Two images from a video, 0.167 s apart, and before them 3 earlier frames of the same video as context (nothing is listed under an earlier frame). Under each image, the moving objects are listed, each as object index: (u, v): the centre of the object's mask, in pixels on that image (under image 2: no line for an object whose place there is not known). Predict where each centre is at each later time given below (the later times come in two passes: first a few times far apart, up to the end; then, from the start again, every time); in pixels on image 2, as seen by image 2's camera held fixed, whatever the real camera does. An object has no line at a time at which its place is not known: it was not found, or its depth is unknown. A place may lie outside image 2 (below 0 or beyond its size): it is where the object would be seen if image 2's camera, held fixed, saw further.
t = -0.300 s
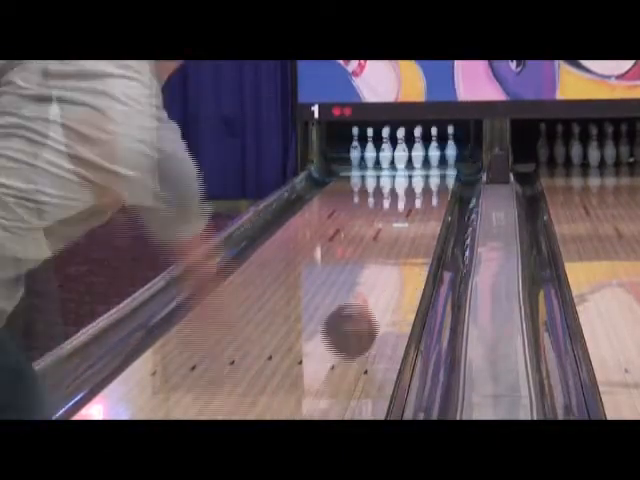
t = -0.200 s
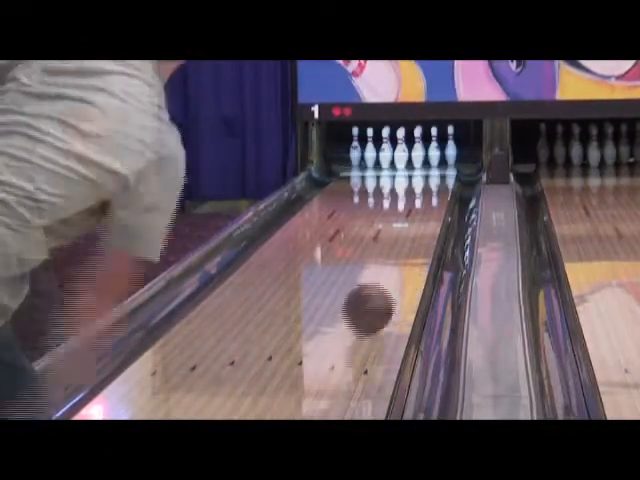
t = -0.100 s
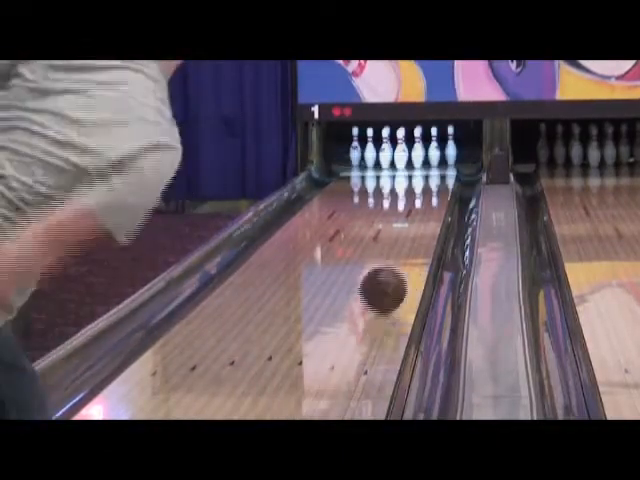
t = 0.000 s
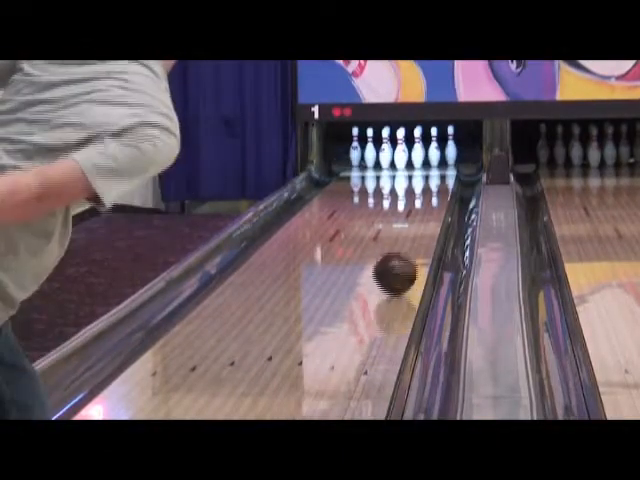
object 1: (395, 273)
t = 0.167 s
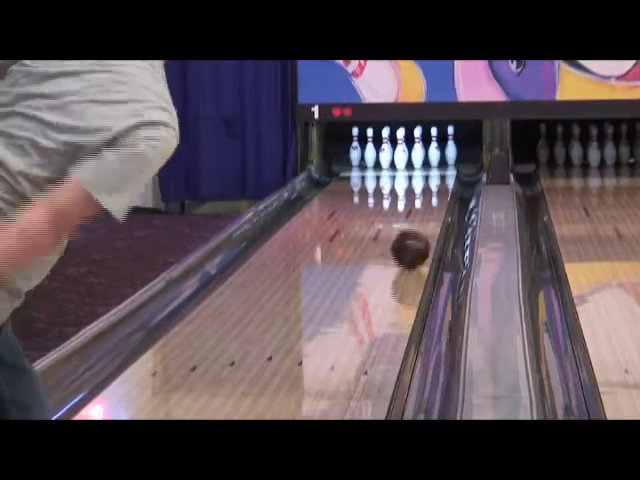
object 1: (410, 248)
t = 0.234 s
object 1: (415, 240)
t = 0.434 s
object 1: (425, 218)
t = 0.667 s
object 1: (432, 198)
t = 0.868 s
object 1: (431, 185)
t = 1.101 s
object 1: (424, 172)
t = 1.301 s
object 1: (414, 164)
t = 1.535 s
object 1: (408, 158)
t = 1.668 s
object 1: (407, 158)
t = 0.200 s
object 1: (413, 244)
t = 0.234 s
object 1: (415, 240)
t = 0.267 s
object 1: (417, 236)
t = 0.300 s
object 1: (418, 233)
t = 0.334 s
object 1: (420, 229)
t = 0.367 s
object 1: (422, 225)
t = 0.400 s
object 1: (423, 222)
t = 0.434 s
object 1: (425, 218)
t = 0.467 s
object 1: (425, 215)
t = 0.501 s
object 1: (426, 212)
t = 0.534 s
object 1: (428, 210)
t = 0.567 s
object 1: (429, 207)
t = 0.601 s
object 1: (430, 203)
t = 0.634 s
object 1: (430, 201)
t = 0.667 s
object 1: (432, 198)
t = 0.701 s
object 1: (432, 196)
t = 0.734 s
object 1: (432, 193)
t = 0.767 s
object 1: (431, 191)
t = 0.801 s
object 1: (432, 189)
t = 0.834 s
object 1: (431, 187)
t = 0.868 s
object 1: (431, 185)
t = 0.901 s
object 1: (431, 183)
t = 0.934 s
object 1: (430, 181)
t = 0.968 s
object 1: (429, 180)
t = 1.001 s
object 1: (428, 178)
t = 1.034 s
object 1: (427, 176)
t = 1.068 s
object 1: (425, 174)
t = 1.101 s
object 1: (424, 172)
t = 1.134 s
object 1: (423, 171)
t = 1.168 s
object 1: (422, 169)
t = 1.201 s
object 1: (419, 168)
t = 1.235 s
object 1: (418, 167)
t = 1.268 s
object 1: (416, 166)
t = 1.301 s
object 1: (414, 164)
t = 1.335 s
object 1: (413, 162)
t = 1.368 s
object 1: (411, 161)
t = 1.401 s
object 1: (409, 160)
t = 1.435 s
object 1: (408, 159)
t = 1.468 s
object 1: (409, 159)
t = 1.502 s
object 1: (408, 158)
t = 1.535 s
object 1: (408, 158)
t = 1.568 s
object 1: (407, 158)
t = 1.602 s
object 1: (408, 156)
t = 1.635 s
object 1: (406, 157)
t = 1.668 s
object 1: (407, 158)
